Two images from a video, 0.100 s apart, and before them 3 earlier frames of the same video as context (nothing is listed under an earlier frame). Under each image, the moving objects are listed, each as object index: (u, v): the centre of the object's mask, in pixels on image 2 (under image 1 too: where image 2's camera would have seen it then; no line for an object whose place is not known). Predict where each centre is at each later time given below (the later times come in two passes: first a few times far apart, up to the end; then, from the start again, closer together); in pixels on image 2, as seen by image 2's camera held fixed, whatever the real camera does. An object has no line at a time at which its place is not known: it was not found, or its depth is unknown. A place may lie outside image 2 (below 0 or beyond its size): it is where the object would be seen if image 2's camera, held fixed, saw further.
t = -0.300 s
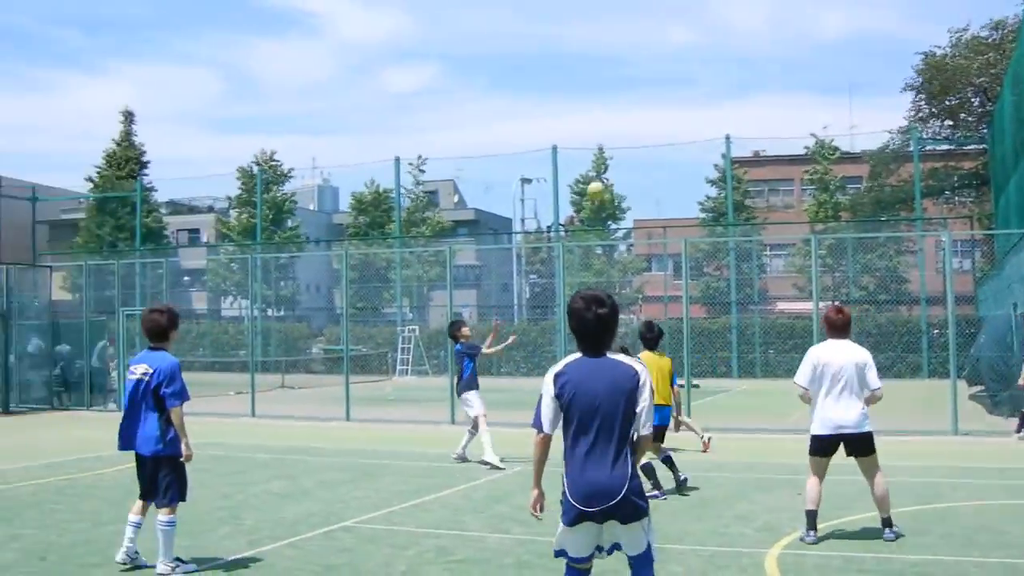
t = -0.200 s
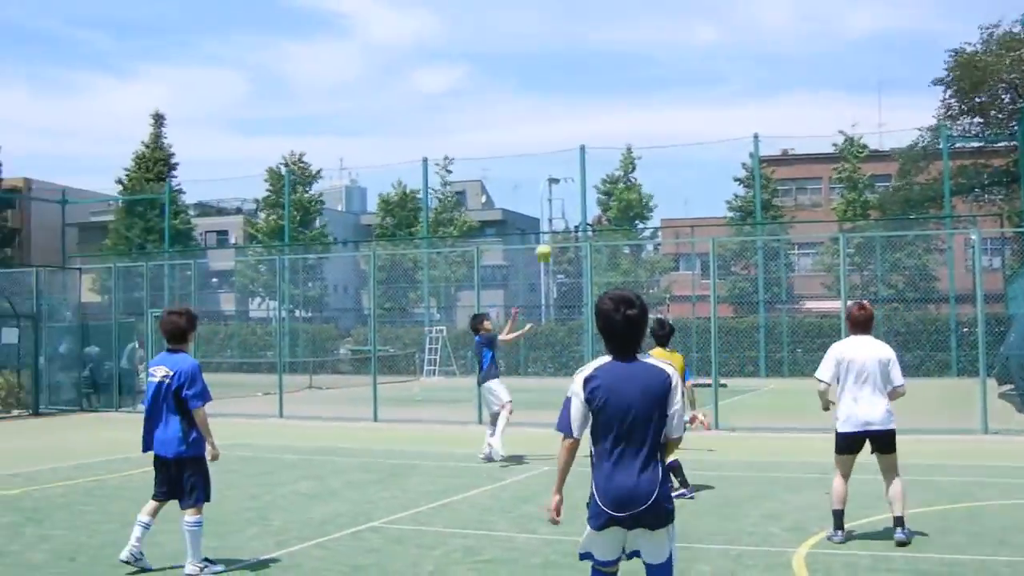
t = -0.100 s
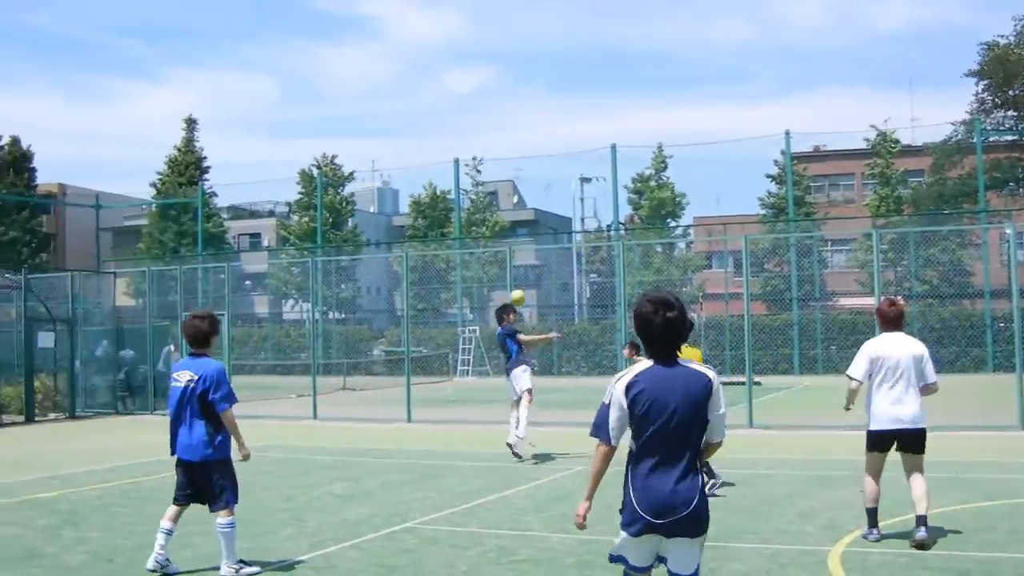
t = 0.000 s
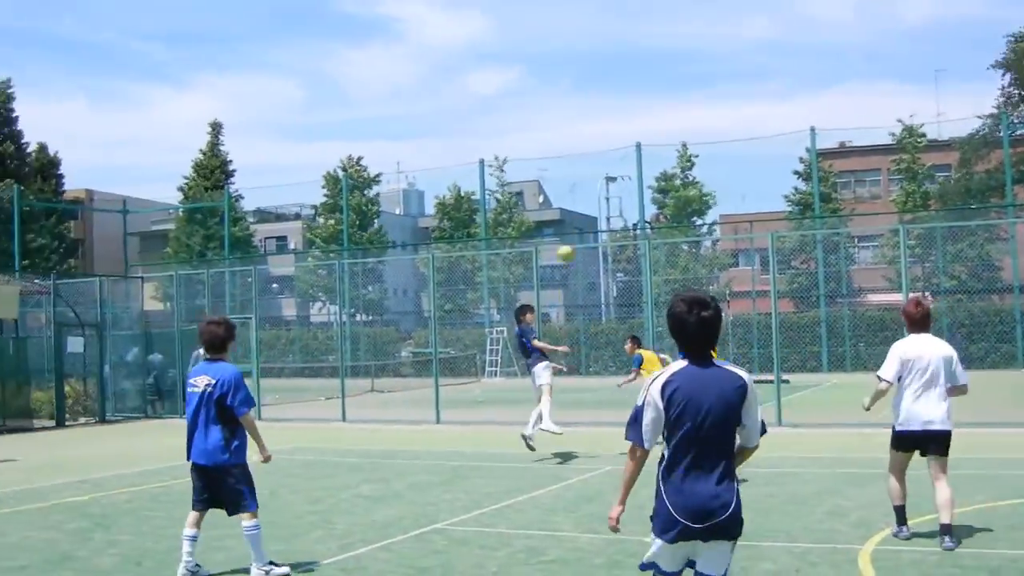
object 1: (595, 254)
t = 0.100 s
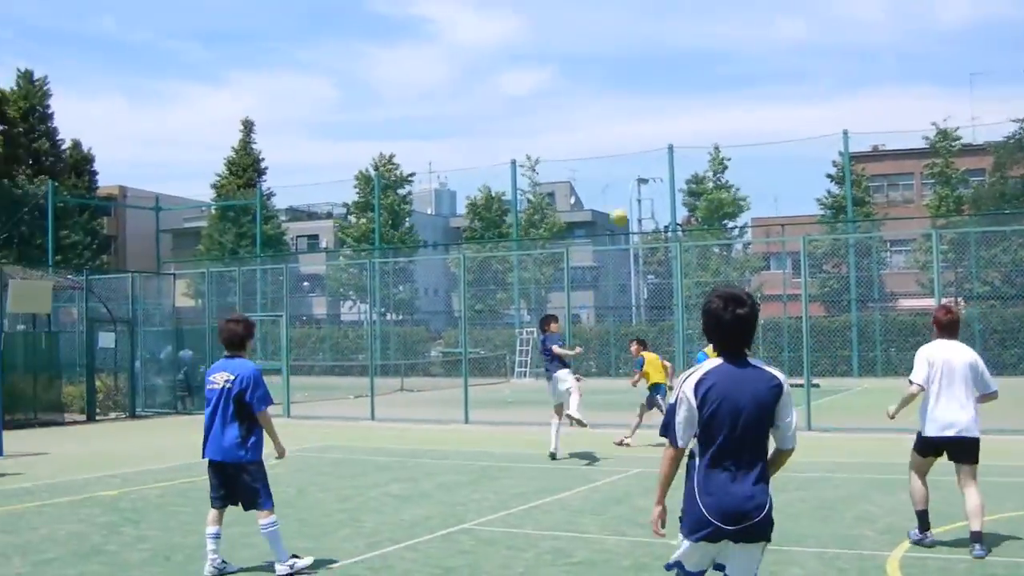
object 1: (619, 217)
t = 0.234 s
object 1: (649, 178)
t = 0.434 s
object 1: (694, 145)
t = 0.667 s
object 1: (753, 145)
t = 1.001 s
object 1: (837, 231)
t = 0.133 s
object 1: (626, 206)
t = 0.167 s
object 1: (634, 196)
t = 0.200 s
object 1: (641, 186)
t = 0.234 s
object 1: (649, 178)
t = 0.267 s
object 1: (656, 170)
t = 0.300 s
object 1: (665, 163)
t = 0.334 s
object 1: (673, 157)
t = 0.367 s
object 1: (681, 152)
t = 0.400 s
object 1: (688, 148)
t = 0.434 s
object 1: (694, 145)
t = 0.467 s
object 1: (702, 142)
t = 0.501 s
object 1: (710, 139)
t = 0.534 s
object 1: (718, 139)
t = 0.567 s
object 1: (727, 139)
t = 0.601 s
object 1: (736, 139)
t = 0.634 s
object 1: (745, 141)
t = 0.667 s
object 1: (753, 145)
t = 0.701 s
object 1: (762, 149)
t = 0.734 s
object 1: (770, 154)
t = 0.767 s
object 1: (778, 160)
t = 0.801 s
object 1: (786, 167)
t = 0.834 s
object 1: (795, 176)
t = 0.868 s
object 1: (802, 185)
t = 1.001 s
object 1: (837, 231)
